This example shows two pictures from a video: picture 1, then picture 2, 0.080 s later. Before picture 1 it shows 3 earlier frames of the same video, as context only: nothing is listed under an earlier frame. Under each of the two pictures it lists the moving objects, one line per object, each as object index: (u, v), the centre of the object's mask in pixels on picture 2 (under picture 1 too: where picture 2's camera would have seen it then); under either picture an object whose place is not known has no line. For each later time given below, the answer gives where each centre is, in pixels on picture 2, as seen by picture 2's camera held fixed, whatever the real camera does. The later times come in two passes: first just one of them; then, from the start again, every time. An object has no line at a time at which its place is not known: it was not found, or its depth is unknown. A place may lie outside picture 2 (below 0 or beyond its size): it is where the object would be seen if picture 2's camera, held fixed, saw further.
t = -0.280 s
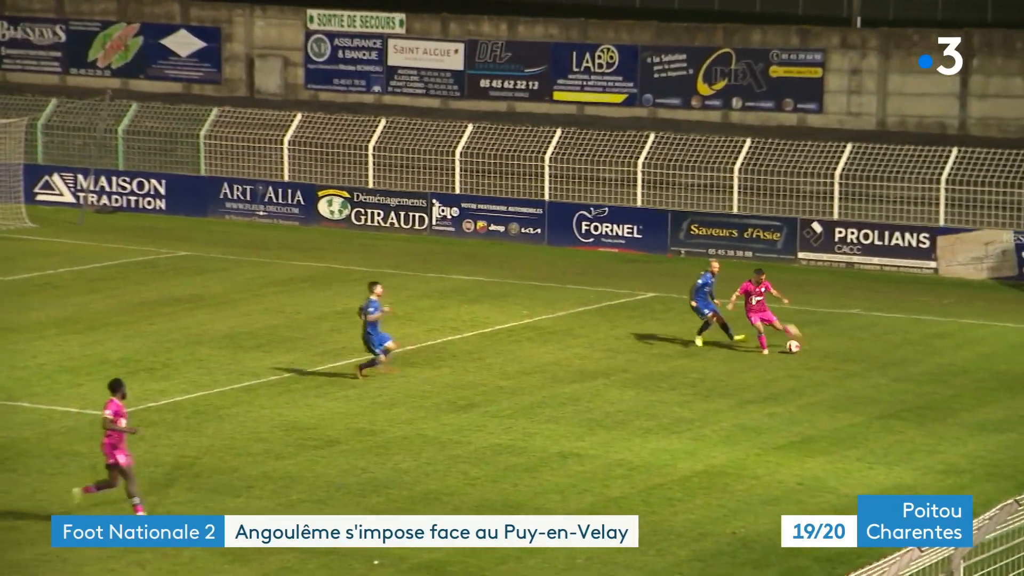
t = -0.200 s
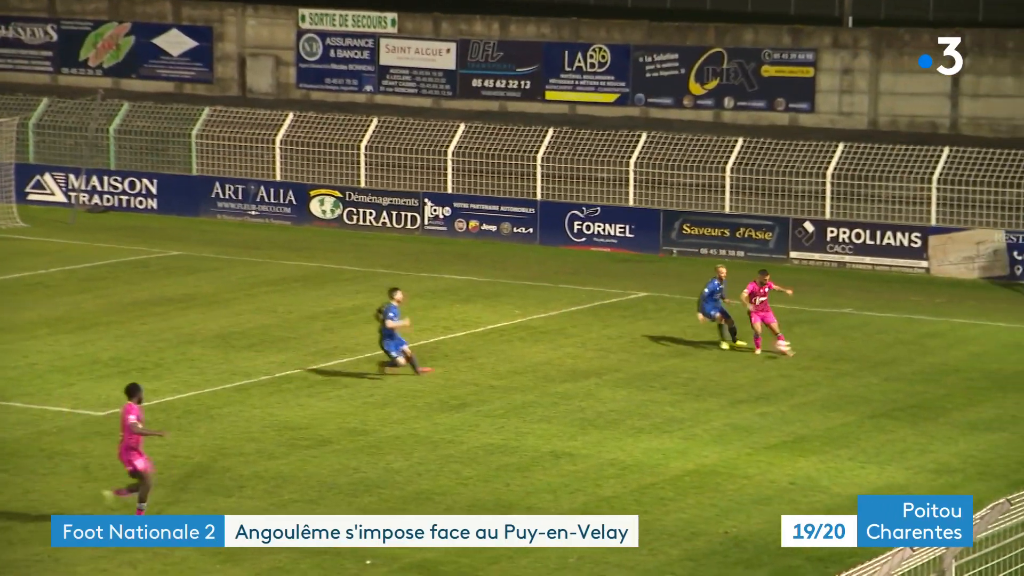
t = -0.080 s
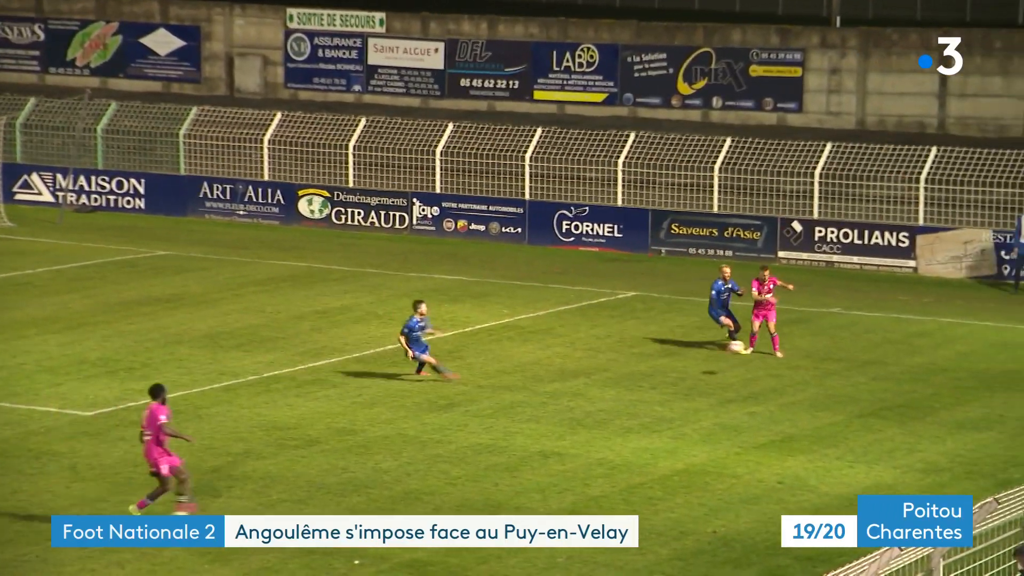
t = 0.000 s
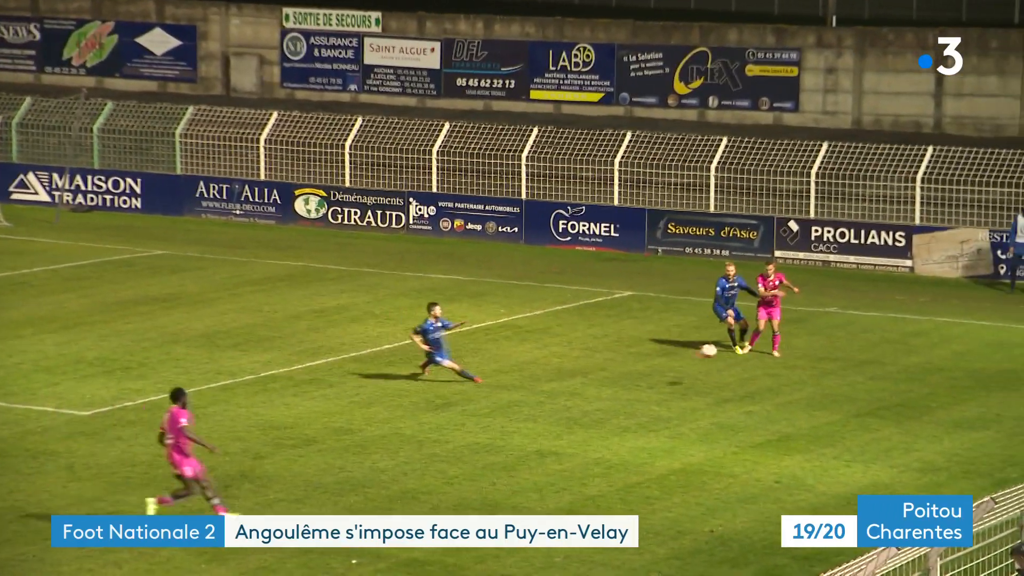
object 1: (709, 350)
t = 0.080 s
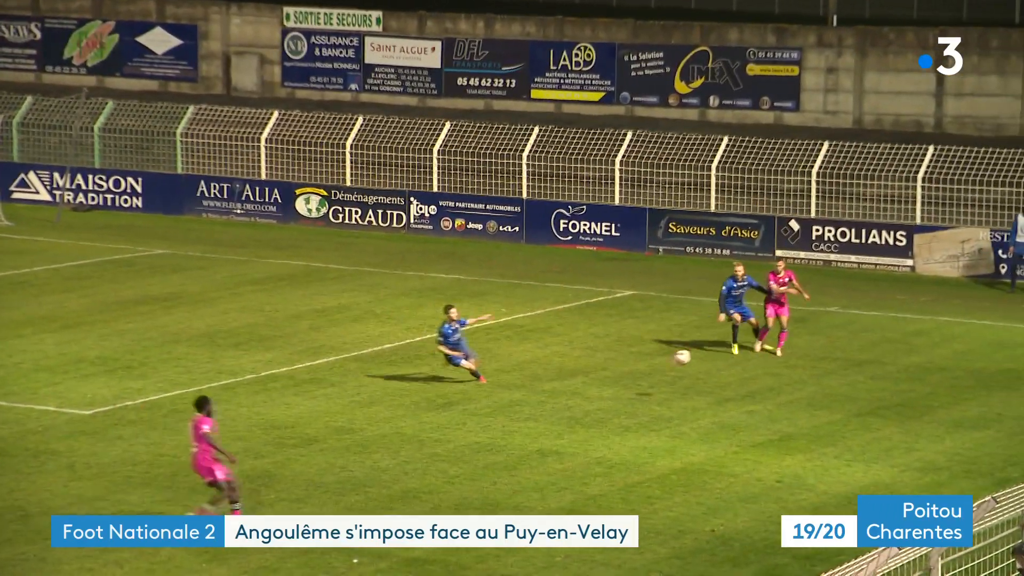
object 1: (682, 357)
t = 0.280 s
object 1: (608, 387)
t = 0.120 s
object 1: (668, 361)
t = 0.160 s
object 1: (654, 367)
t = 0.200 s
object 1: (638, 372)
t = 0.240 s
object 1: (623, 379)
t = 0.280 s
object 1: (608, 387)
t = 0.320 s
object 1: (591, 396)
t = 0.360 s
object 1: (574, 405)
